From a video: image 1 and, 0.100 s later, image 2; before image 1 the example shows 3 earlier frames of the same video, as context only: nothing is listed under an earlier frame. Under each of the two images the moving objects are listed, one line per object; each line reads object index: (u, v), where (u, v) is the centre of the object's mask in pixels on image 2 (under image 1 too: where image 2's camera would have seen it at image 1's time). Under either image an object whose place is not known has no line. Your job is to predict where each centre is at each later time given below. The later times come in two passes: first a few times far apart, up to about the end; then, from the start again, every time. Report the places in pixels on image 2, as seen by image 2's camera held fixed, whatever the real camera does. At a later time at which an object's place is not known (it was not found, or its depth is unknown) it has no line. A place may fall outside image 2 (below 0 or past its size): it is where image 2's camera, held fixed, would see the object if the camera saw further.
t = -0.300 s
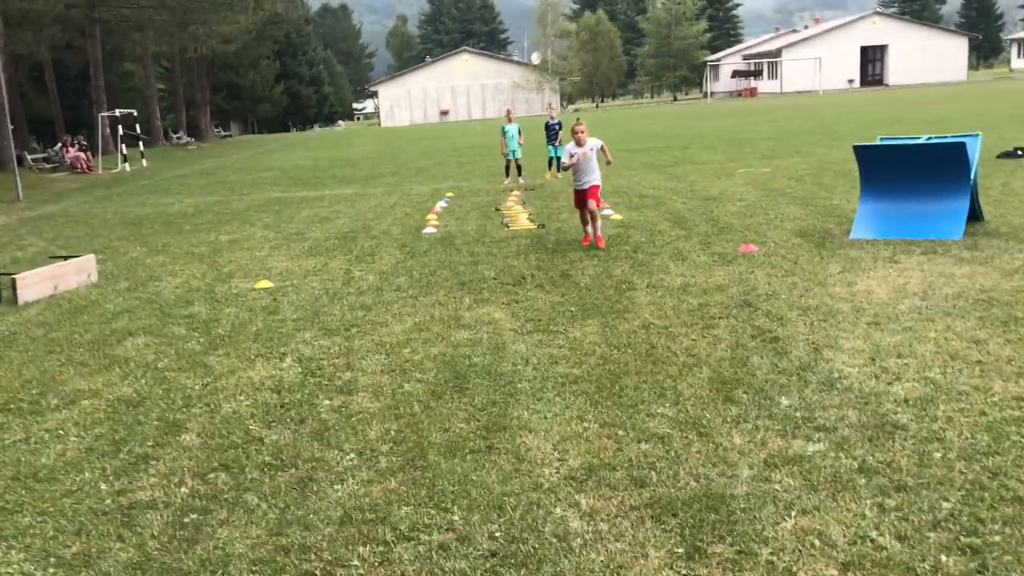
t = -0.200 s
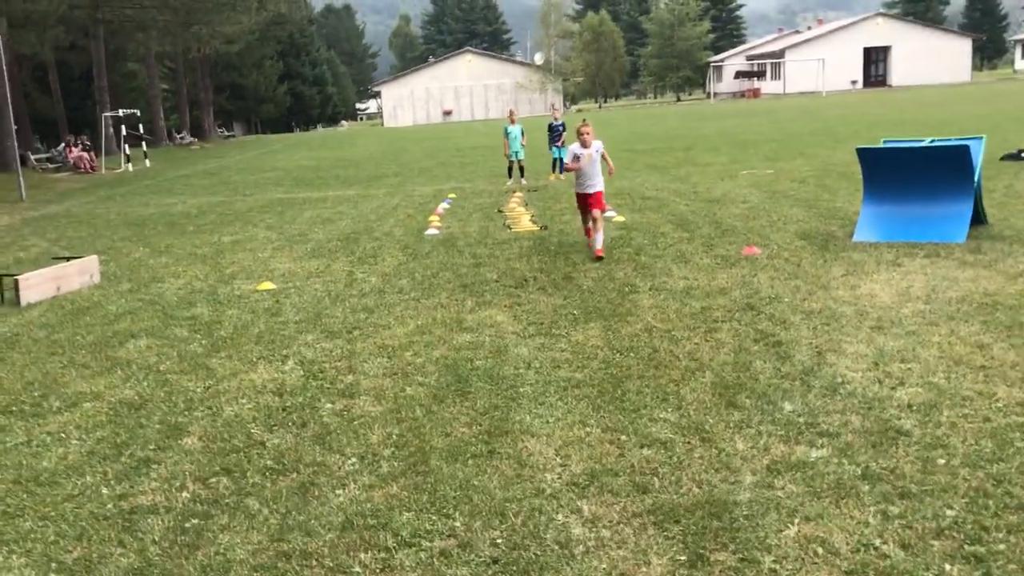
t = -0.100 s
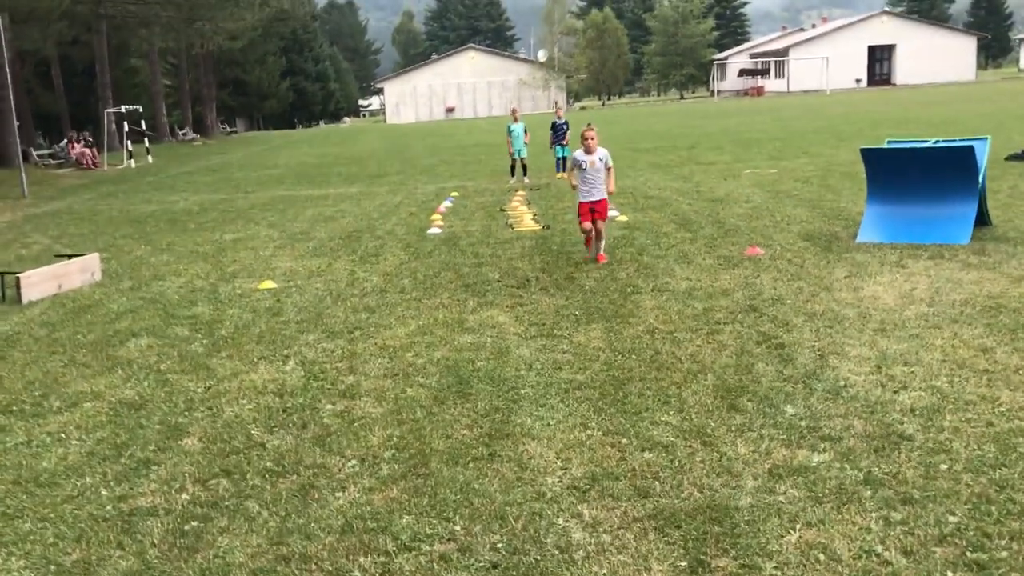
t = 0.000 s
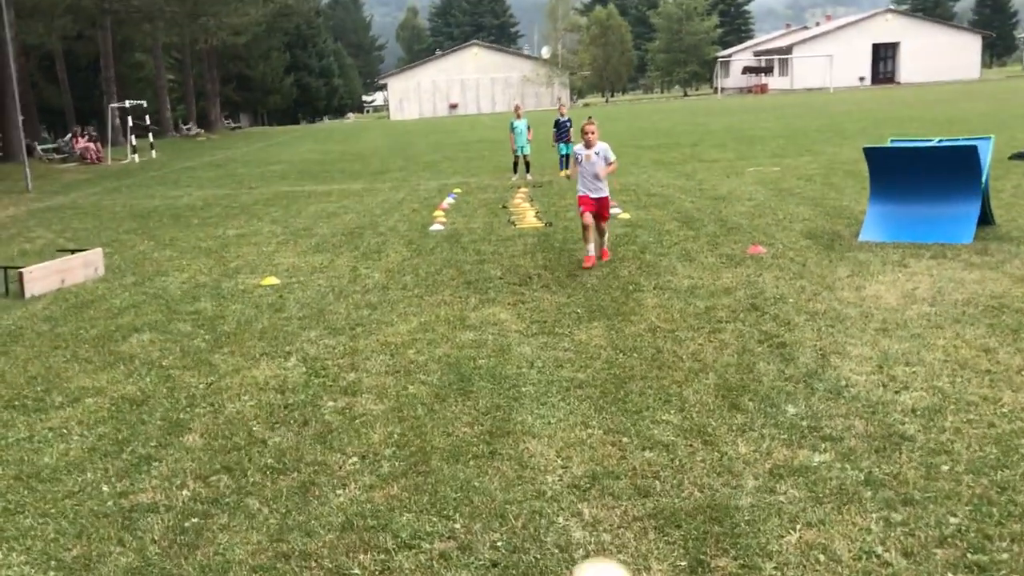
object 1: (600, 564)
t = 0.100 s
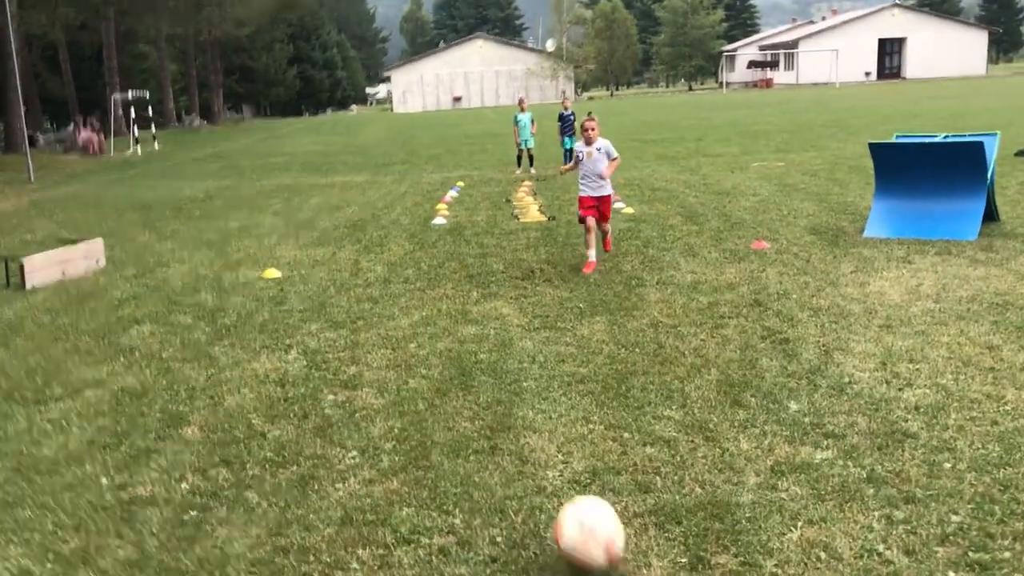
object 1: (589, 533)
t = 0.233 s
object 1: (577, 479)
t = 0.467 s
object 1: (563, 408)
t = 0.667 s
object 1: (554, 366)
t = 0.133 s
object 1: (585, 521)
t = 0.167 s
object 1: (583, 511)
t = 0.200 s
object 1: (579, 496)
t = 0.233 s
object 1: (577, 479)
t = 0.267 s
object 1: (575, 463)
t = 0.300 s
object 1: (572, 454)
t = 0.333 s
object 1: (570, 445)
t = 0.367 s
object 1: (568, 440)
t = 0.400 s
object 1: (566, 429)
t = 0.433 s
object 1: (565, 417)
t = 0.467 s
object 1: (563, 408)
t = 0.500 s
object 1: (561, 400)
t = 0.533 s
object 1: (560, 396)
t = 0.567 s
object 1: (558, 391)
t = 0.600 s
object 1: (557, 381)
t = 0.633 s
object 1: (555, 372)
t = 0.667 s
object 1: (554, 366)
